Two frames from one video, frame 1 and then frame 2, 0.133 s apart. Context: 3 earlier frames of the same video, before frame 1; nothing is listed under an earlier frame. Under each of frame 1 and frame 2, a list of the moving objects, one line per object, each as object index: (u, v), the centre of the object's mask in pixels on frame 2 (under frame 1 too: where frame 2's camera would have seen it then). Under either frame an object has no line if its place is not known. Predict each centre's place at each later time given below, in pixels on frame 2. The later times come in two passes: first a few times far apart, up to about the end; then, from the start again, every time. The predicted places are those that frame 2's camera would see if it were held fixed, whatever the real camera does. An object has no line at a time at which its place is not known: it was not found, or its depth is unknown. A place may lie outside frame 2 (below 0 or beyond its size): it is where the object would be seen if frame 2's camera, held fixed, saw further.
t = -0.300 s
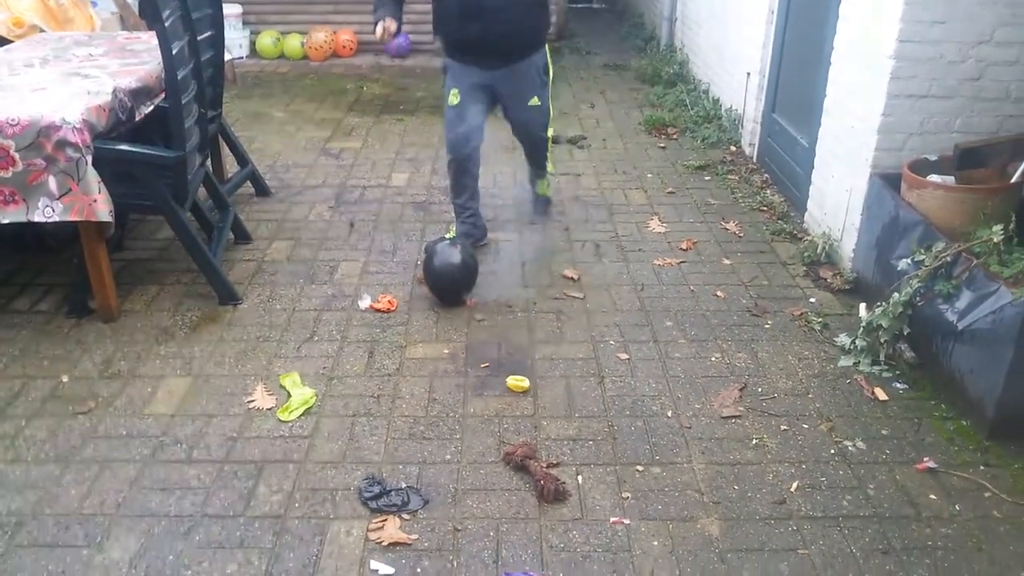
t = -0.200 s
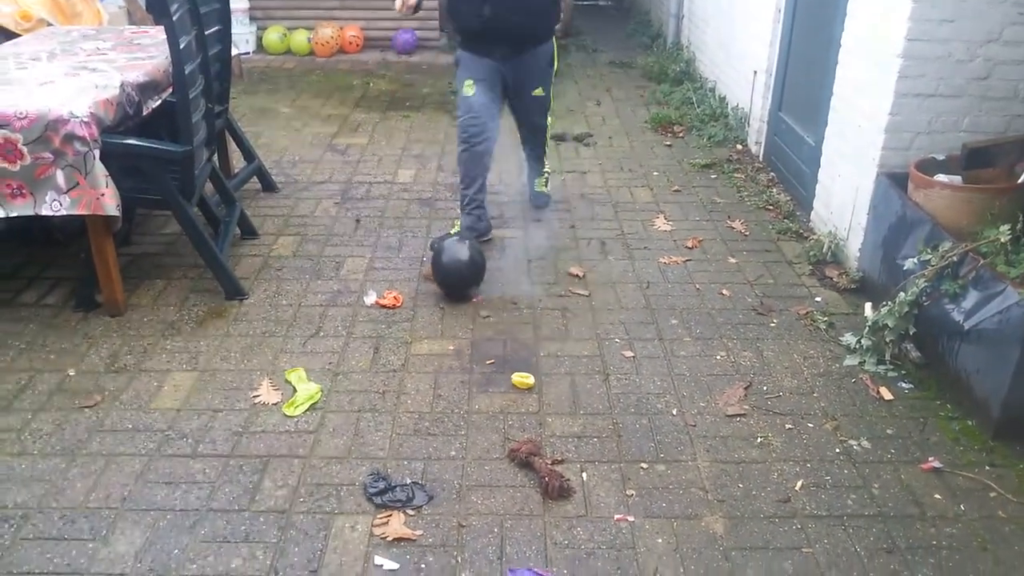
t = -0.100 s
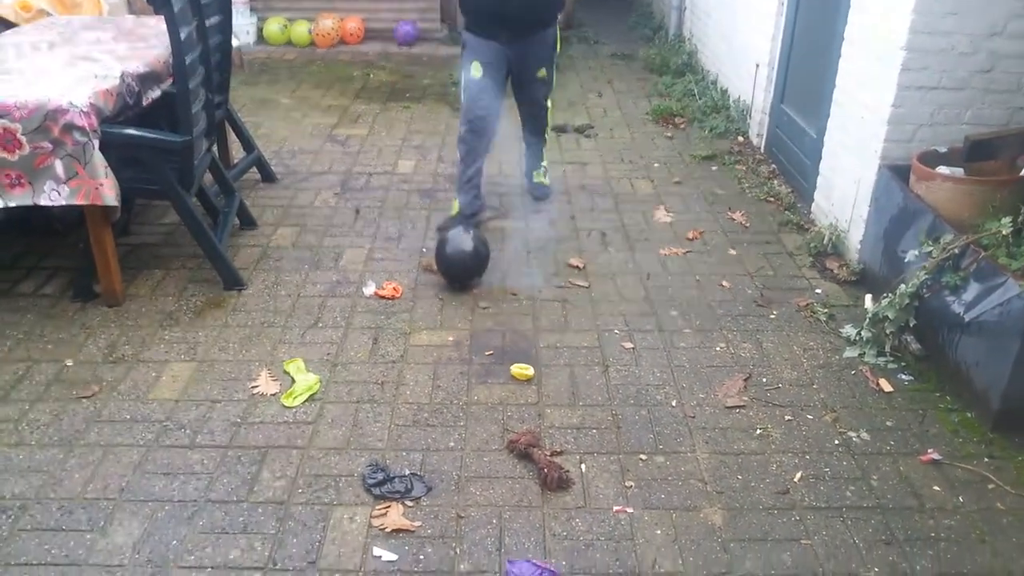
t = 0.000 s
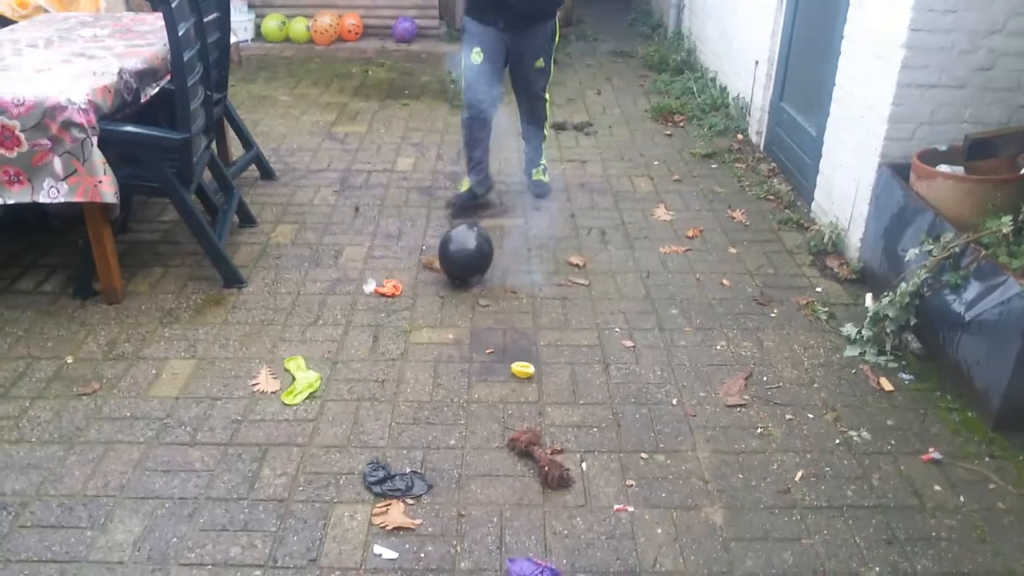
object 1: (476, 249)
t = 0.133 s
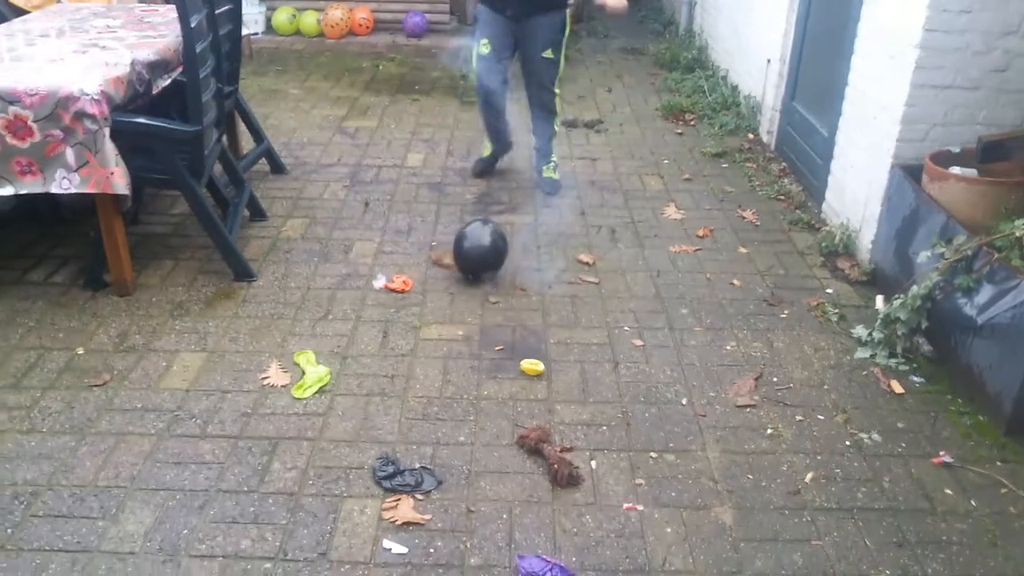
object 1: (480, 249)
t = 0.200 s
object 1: (483, 248)
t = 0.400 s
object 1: (491, 251)
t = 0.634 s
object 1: (502, 255)
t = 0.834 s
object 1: (508, 260)
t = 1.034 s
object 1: (509, 266)
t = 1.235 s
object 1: (505, 265)
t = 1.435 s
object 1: (503, 263)
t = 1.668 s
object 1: (504, 264)
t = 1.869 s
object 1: (503, 266)
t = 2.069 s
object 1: (503, 249)
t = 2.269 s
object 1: (501, 247)
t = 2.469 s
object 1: (504, 275)
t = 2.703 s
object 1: (525, 282)
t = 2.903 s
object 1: (542, 297)
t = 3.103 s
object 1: (555, 306)
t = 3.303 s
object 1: (557, 310)
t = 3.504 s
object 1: (550, 308)
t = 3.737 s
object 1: (543, 305)
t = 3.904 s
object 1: (541, 301)
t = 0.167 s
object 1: (481, 248)
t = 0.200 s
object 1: (483, 248)
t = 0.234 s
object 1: (483, 249)
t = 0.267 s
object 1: (485, 250)
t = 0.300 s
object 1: (486, 249)
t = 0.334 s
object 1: (487, 250)
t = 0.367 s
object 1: (489, 252)
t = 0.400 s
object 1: (491, 251)
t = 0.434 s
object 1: (492, 252)
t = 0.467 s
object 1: (494, 253)
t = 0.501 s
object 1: (495, 253)
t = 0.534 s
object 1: (497, 254)
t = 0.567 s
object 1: (498, 254)
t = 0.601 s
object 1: (500, 254)
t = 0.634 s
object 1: (502, 255)
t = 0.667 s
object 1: (503, 256)
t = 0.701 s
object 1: (505, 257)
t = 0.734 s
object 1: (506, 258)
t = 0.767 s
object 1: (507, 260)
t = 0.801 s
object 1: (508, 258)
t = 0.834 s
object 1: (508, 260)
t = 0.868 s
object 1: (509, 262)
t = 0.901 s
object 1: (509, 263)
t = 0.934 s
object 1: (509, 263)
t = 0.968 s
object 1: (509, 264)
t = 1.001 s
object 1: (510, 264)
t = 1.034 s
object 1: (509, 266)
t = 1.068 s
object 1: (509, 266)
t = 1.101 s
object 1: (509, 266)
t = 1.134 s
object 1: (508, 266)
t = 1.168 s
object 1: (507, 266)
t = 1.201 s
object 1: (506, 266)
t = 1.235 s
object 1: (505, 265)
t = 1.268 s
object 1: (504, 265)
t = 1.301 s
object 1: (503, 265)
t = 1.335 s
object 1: (502, 265)
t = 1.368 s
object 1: (502, 264)
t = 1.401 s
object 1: (502, 263)
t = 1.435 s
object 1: (503, 263)
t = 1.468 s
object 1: (503, 262)
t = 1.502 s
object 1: (503, 262)
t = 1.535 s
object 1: (503, 262)
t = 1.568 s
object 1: (503, 262)
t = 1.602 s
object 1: (503, 262)
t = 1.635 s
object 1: (504, 263)
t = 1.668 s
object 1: (504, 264)
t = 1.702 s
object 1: (503, 264)
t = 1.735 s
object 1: (503, 264)
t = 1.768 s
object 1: (503, 265)
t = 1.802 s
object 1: (503, 265)
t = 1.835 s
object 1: (503, 265)
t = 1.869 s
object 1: (503, 266)
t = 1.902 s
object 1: (503, 266)
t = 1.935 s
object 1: (503, 265)
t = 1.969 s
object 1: (503, 265)
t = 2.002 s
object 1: (504, 261)
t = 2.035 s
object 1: (504, 254)
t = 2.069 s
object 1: (503, 249)
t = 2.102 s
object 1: (503, 246)
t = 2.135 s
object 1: (503, 244)
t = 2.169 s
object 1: (502, 243)
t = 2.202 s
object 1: (502, 243)
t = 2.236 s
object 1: (501, 244)
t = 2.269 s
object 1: (501, 247)
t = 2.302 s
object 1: (502, 249)
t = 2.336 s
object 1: (502, 253)
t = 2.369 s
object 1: (502, 258)
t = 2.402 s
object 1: (502, 263)
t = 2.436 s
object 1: (503, 269)
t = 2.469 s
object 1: (504, 275)
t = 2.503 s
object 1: (506, 274)
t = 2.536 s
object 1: (510, 274)
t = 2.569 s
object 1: (513, 275)
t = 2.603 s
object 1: (515, 275)
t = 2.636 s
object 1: (518, 277)
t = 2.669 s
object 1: (522, 280)
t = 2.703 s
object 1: (525, 282)
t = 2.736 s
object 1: (528, 284)
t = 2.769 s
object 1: (531, 286)
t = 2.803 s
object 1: (534, 289)
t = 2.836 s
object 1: (537, 292)
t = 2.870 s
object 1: (540, 296)
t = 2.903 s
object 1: (542, 297)
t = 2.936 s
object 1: (545, 299)
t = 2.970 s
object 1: (547, 301)
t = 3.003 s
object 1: (550, 303)
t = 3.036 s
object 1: (552, 304)
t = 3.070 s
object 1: (554, 306)
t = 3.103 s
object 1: (555, 306)
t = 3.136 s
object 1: (556, 307)
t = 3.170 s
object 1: (557, 307)
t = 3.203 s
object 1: (557, 309)
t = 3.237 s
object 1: (558, 310)
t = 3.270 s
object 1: (557, 310)
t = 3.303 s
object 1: (557, 310)
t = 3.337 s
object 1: (556, 310)
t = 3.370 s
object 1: (554, 310)
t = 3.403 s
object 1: (553, 310)
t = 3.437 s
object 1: (552, 309)
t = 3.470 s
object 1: (551, 309)
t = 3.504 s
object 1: (550, 308)
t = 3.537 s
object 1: (548, 307)
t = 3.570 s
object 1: (547, 308)
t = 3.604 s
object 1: (547, 307)
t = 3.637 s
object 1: (546, 306)
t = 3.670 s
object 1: (545, 306)
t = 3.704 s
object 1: (544, 305)
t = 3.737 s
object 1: (543, 305)
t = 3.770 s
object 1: (543, 302)
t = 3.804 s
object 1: (541, 302)
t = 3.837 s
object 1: (541, 301)
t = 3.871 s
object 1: (541, 301)
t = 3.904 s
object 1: (541, 301)
